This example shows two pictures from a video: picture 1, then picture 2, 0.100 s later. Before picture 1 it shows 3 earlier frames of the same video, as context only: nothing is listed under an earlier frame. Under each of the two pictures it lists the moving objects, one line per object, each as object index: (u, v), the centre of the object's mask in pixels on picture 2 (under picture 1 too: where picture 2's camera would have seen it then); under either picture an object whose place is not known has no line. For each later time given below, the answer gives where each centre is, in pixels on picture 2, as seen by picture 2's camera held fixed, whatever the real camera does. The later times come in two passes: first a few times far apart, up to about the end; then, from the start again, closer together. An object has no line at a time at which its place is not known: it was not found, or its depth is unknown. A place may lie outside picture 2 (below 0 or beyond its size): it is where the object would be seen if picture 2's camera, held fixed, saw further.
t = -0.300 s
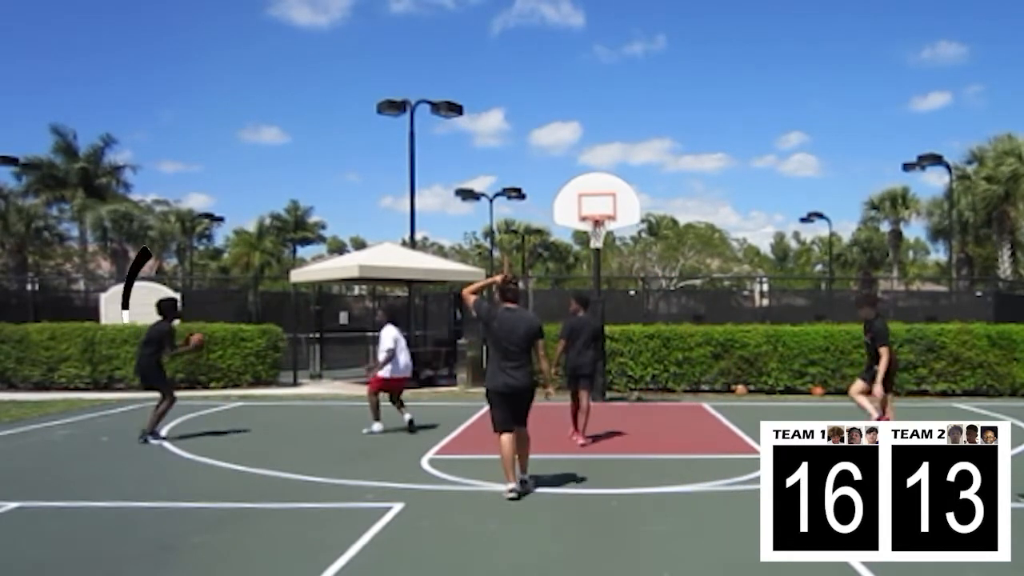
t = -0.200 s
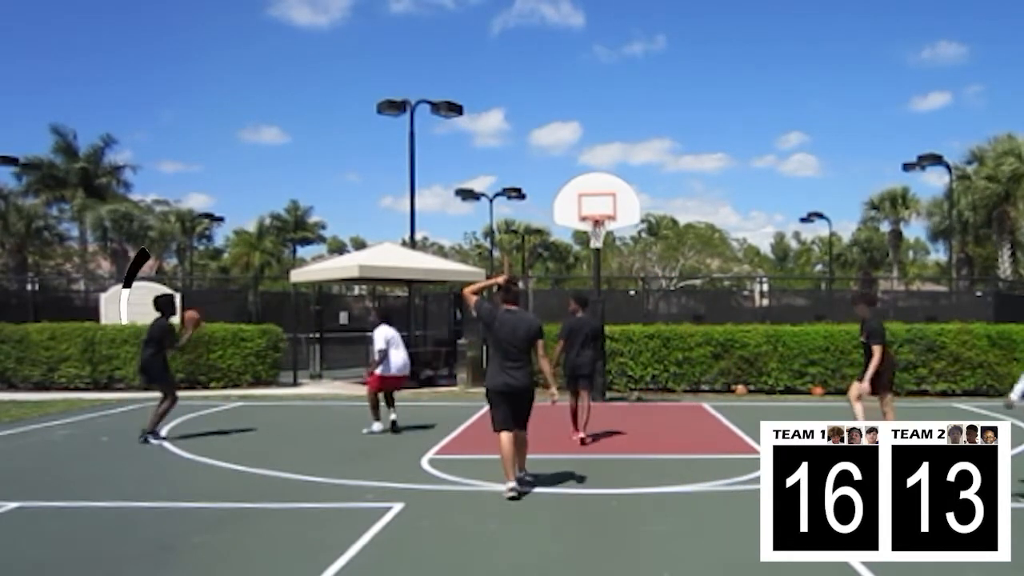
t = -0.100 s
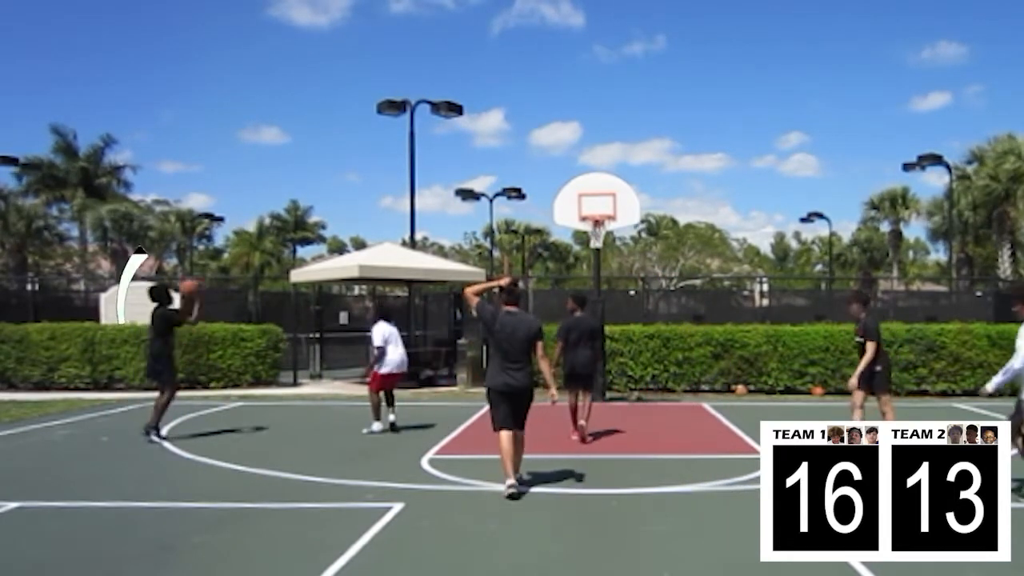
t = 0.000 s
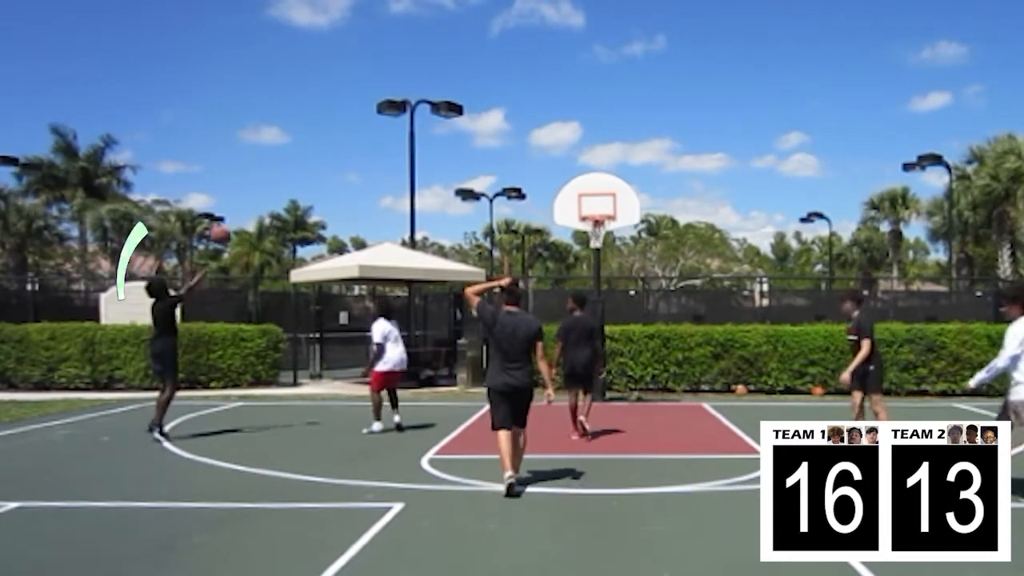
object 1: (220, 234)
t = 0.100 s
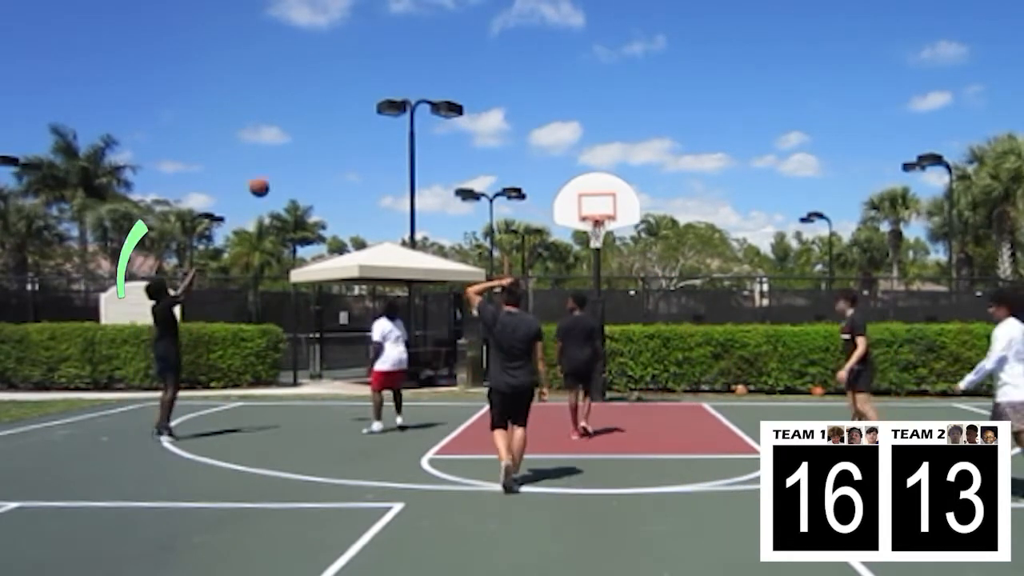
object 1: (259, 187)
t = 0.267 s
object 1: (318, 126)
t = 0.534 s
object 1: (403, 78)
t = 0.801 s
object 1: (479, 86)
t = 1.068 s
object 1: (545, 141)
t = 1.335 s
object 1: (598, 225)
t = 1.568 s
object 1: (624, 262)
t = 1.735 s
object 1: (638, 306)
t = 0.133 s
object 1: (271, 173)
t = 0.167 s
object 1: (283, 160)
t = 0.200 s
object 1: (295, 148)
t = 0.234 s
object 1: (307, 137)
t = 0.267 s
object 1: (318, 126)
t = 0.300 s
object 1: (330, 117)
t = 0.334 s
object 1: (341, 109)
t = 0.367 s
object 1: (352, 102)
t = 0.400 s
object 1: (362, 95)
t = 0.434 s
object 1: (373, 90)
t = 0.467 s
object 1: (383, 85)
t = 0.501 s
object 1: (393, 81)
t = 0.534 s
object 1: (403, 78)
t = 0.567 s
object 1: (413, 76)
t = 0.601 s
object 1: (423, 75)
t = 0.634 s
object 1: (432, 75)
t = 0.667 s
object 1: (442, 75)
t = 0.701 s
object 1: (451, 77)
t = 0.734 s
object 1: (461, 79)
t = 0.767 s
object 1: (470, 82)
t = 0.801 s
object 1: (479, 86)
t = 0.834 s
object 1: (487, 91)
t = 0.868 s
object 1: (495, 95)
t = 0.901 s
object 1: (504, 101)
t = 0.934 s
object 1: (513, 108)
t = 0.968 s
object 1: (521, 114)
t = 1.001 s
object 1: (529, 123)
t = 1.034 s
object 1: (537, 131)
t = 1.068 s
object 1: (545, 141)
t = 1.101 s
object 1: (552, 150)
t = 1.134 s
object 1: (560, 161)
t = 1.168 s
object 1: (567, 172)
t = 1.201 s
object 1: (574, 183)
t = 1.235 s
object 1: (582, 195)
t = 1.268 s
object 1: (588, 207)
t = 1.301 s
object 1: (595, 221)
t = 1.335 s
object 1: (598, 225)
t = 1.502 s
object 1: (618, 251)
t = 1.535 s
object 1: (620, 257)
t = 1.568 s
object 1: (624, 262)
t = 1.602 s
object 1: (627, 269)
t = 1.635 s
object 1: (630, 278)
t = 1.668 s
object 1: (632, 287)
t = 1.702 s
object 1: (635, 296)
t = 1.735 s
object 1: (638, 306)
